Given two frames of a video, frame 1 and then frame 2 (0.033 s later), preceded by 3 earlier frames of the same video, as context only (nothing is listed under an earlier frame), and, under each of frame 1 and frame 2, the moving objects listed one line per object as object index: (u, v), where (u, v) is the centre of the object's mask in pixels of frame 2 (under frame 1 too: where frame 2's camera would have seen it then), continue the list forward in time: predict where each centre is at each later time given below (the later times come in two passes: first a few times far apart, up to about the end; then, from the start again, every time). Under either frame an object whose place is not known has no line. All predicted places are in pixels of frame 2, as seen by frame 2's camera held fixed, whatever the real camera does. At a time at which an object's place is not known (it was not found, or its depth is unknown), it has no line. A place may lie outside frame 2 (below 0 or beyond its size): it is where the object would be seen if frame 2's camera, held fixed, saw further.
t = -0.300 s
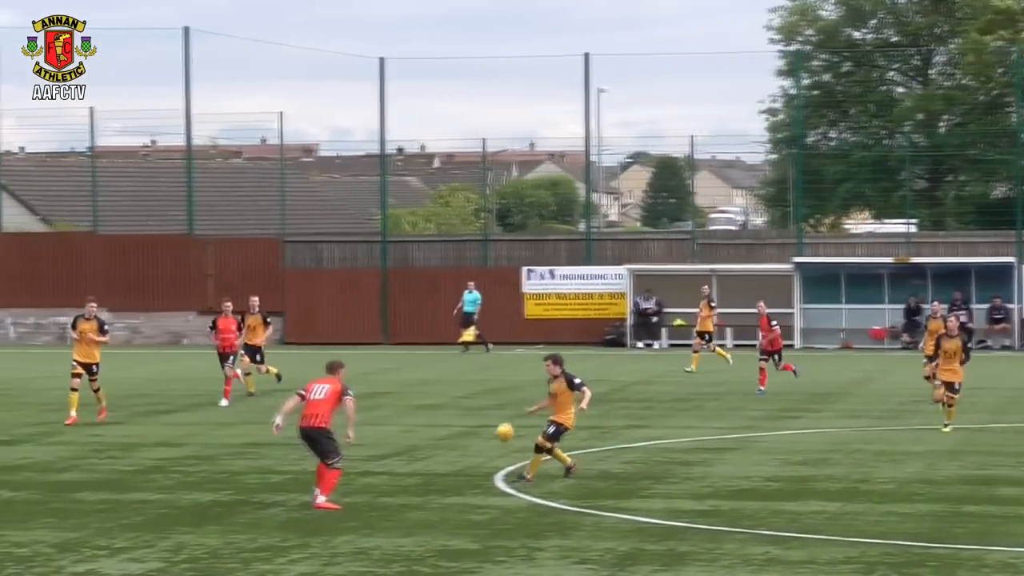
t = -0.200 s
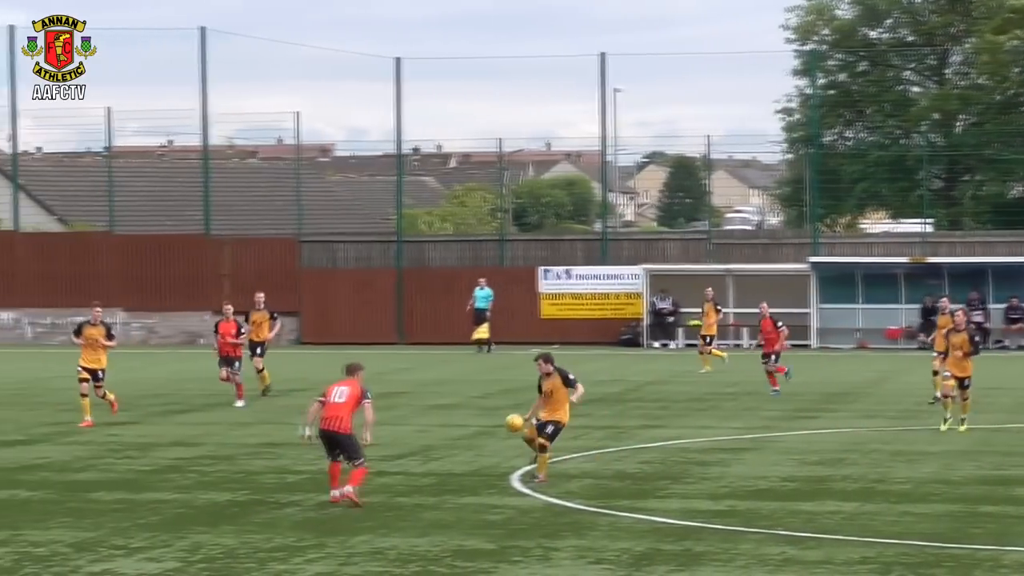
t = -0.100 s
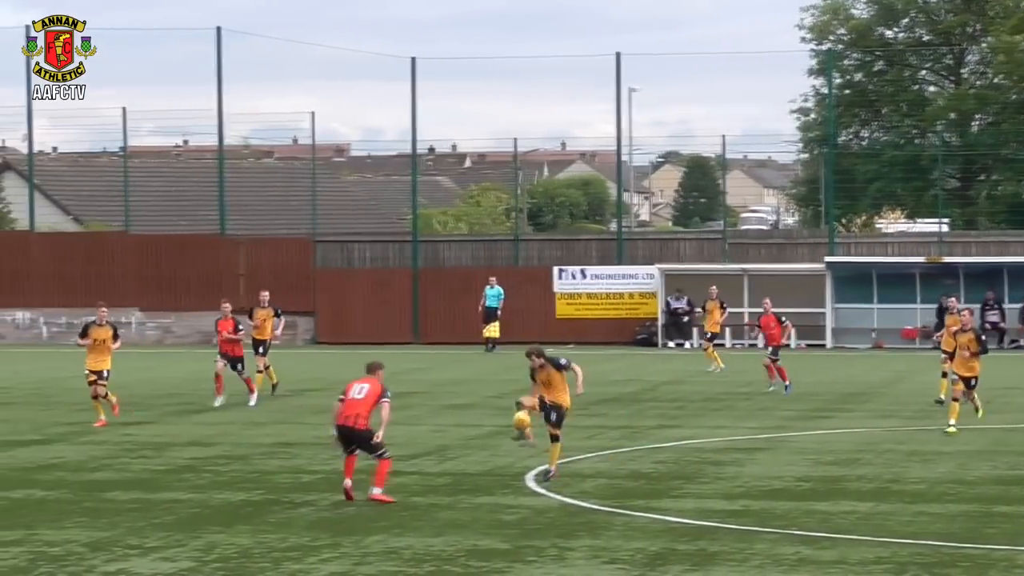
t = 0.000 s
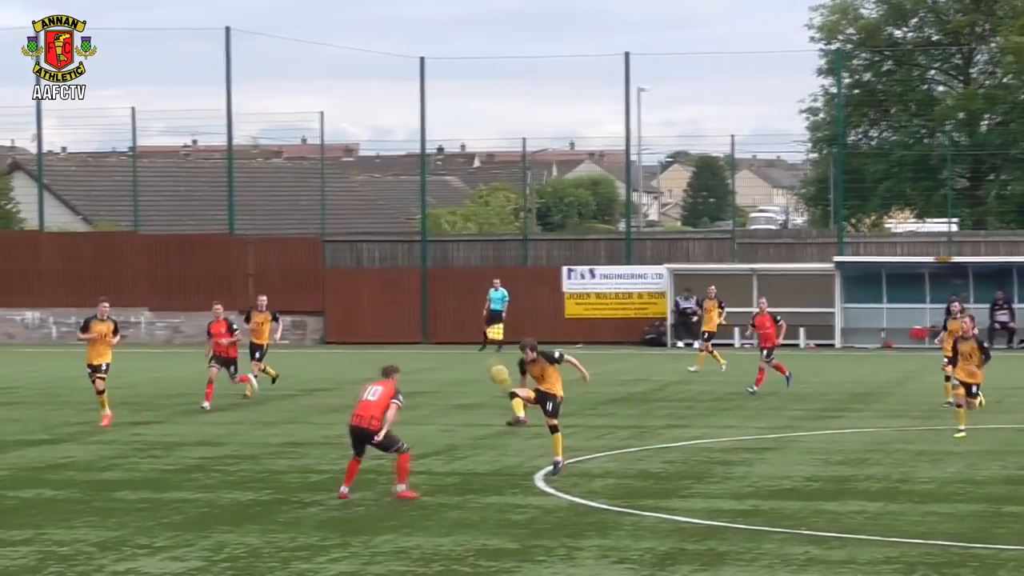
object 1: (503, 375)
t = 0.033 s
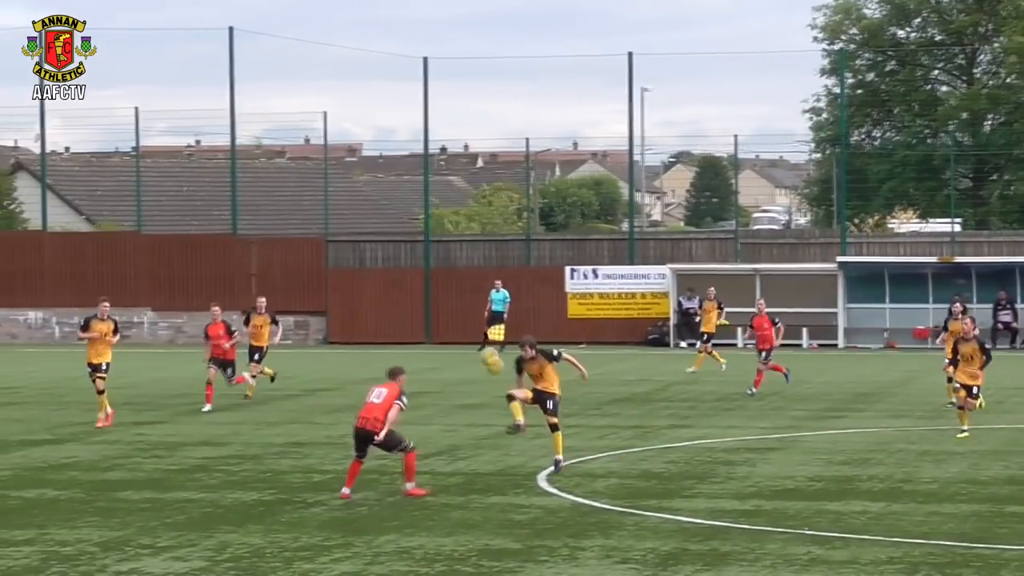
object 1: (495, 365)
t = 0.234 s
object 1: (418, 283)
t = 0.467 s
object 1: (339, 246)
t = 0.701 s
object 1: (255, 259)
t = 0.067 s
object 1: (481, 347)
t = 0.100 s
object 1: (468, 332)
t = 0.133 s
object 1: (460, 323)
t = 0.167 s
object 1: (446, 309)
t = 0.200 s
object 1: (432, 295)
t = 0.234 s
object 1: (418, 283)
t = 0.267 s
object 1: (409, 276)
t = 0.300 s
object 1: (398, 269)
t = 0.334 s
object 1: (386, 262)
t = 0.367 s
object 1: (374, 257)
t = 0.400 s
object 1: (363, 252)
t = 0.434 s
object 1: (349, 248)
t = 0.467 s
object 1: (339, 246)
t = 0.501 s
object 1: (327, 245)
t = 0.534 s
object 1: (315, 244)
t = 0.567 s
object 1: (304, 244)
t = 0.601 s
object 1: (292, 246)
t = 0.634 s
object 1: (278, 250)
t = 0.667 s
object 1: (268, 253)
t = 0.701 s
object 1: (255, 259)
